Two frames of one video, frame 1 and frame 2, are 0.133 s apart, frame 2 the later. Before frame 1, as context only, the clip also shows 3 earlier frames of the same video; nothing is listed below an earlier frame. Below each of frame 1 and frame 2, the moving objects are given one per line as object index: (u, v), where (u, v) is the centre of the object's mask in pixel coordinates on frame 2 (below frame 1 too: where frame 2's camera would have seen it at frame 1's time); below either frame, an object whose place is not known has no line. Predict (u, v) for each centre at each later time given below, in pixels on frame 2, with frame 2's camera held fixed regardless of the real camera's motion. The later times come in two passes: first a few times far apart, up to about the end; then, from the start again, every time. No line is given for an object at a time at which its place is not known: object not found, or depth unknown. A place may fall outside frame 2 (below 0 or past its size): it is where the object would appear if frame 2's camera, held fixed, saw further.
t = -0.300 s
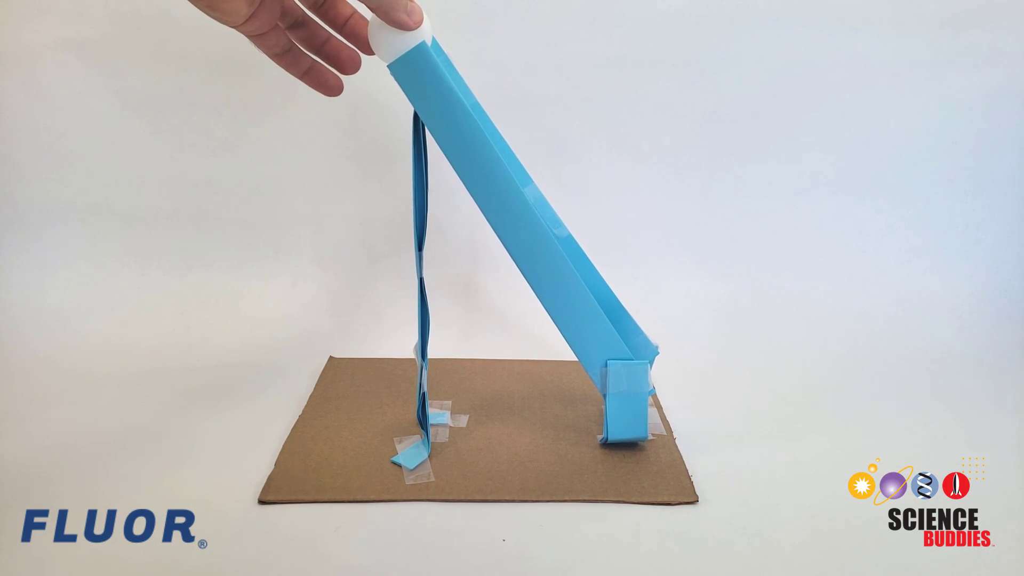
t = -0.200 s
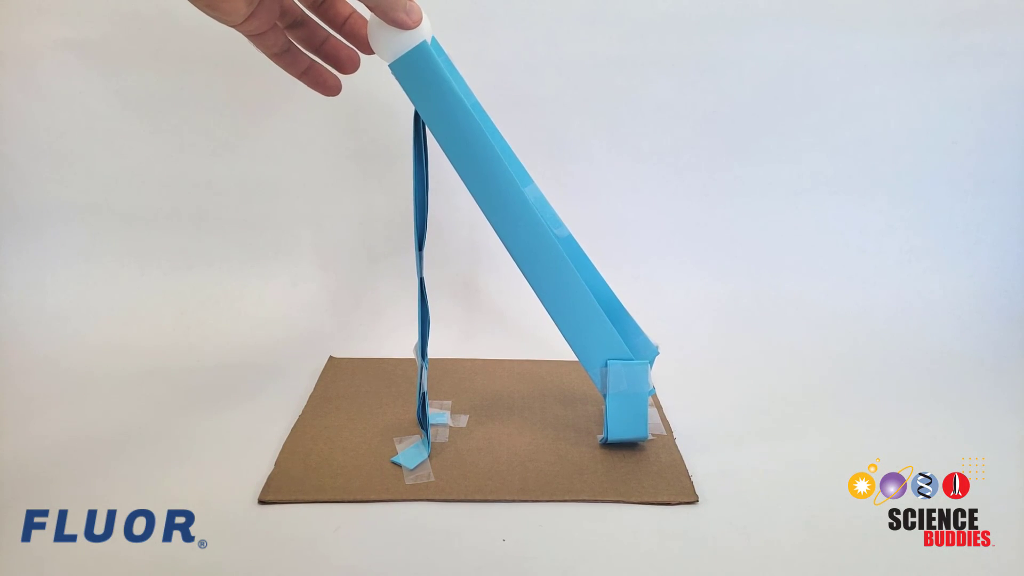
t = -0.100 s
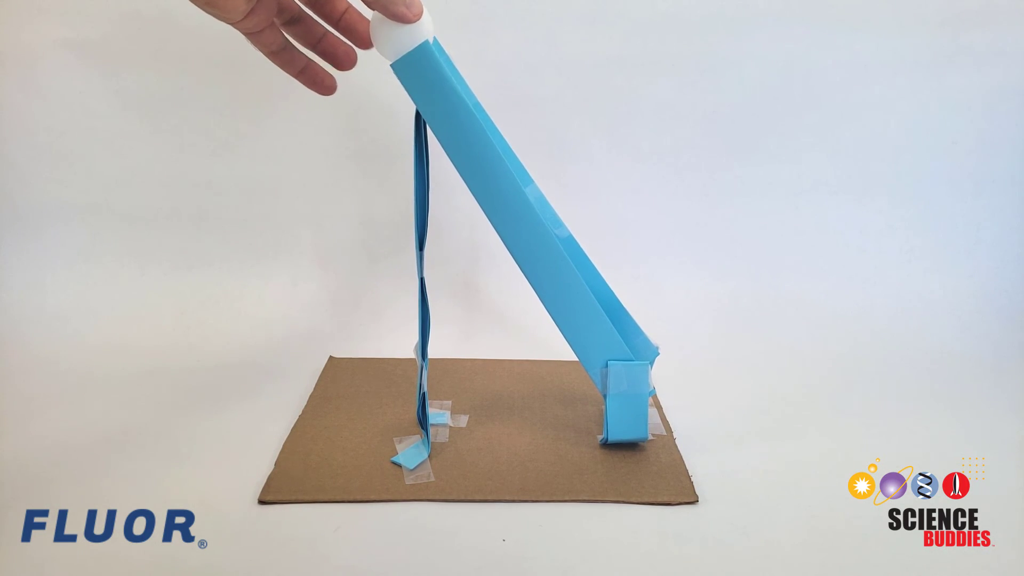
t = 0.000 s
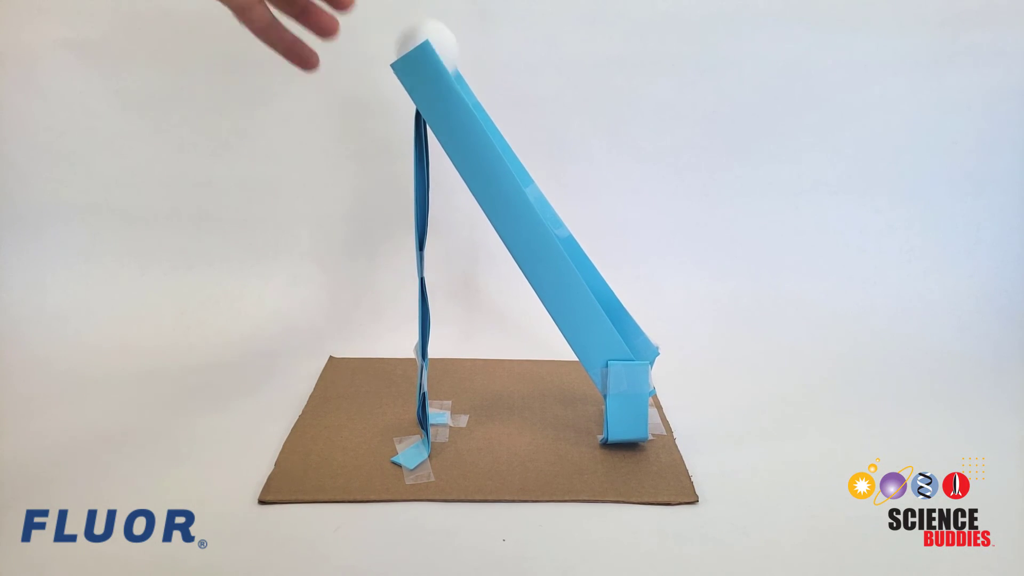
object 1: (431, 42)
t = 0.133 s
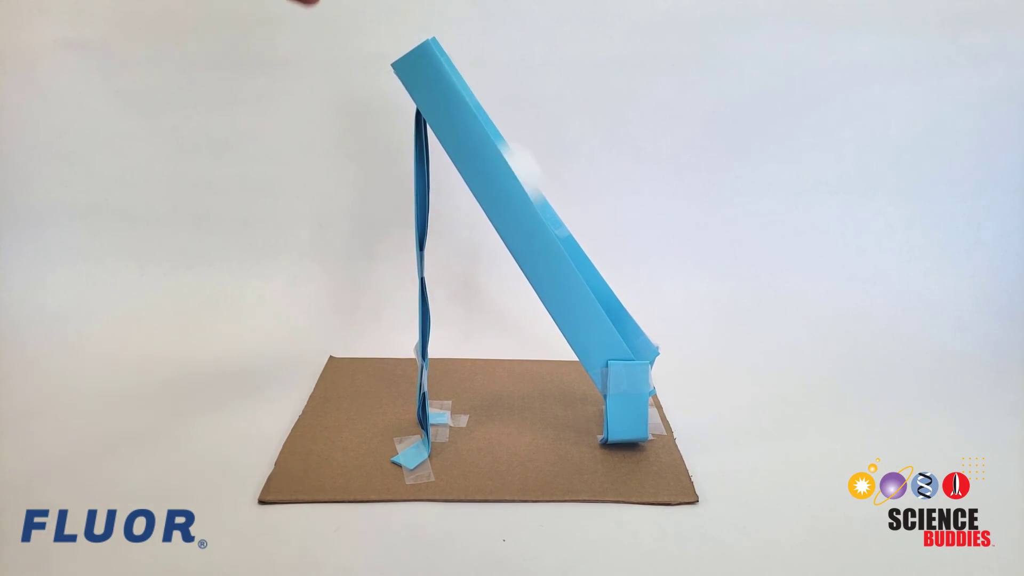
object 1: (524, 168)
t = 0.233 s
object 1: (623, 324)
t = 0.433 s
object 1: (891, 408)
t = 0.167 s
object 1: (553, 216)
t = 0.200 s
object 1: (586, 269)
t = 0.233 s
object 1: (623, 324)
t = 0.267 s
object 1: (659, 378)
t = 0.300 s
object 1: (689, 418)
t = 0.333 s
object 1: (735, 419)
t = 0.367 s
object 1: (794, 420)
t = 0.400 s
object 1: (844, 412)
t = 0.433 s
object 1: (891, 408)
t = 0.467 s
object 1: (942, 411)
